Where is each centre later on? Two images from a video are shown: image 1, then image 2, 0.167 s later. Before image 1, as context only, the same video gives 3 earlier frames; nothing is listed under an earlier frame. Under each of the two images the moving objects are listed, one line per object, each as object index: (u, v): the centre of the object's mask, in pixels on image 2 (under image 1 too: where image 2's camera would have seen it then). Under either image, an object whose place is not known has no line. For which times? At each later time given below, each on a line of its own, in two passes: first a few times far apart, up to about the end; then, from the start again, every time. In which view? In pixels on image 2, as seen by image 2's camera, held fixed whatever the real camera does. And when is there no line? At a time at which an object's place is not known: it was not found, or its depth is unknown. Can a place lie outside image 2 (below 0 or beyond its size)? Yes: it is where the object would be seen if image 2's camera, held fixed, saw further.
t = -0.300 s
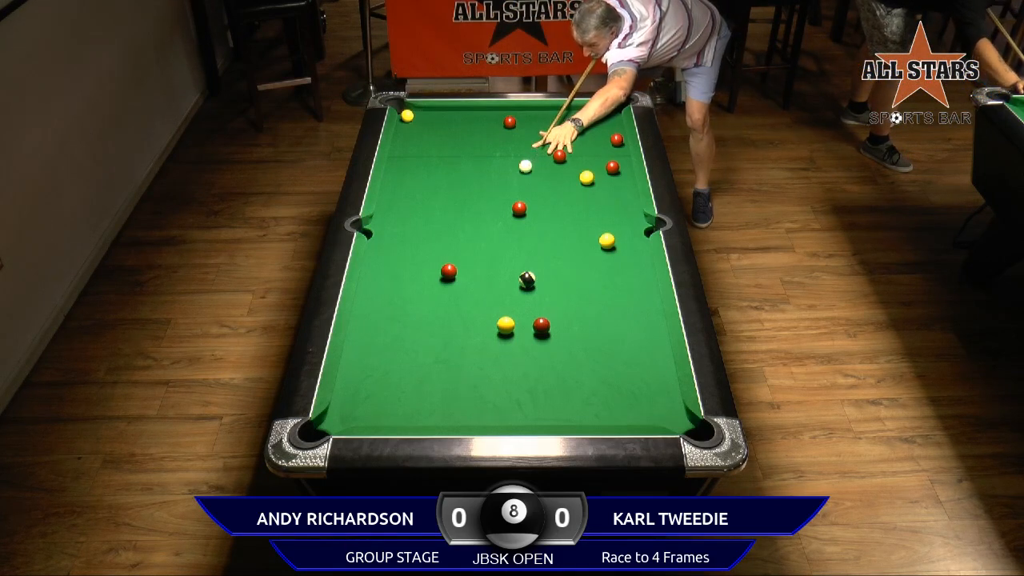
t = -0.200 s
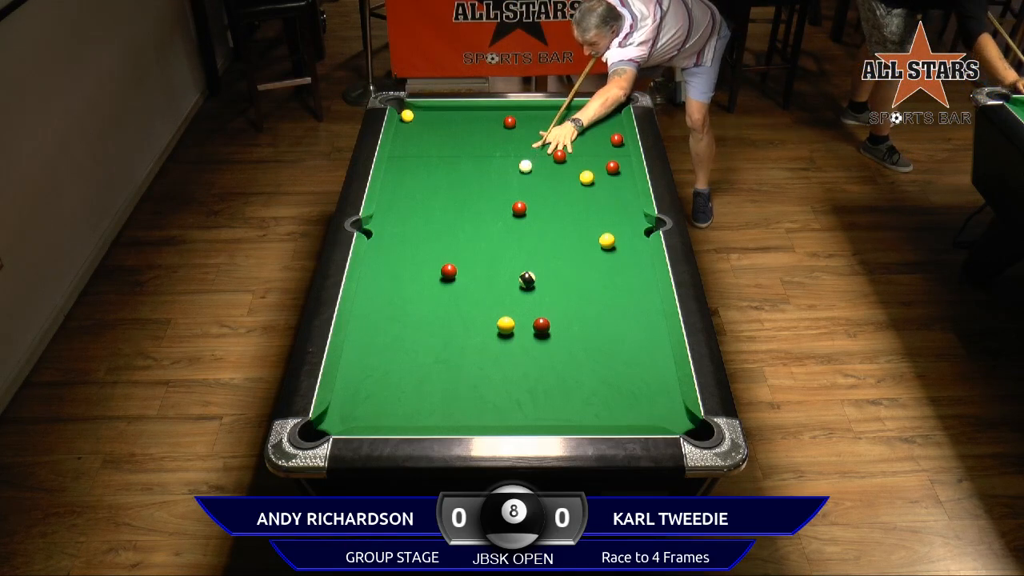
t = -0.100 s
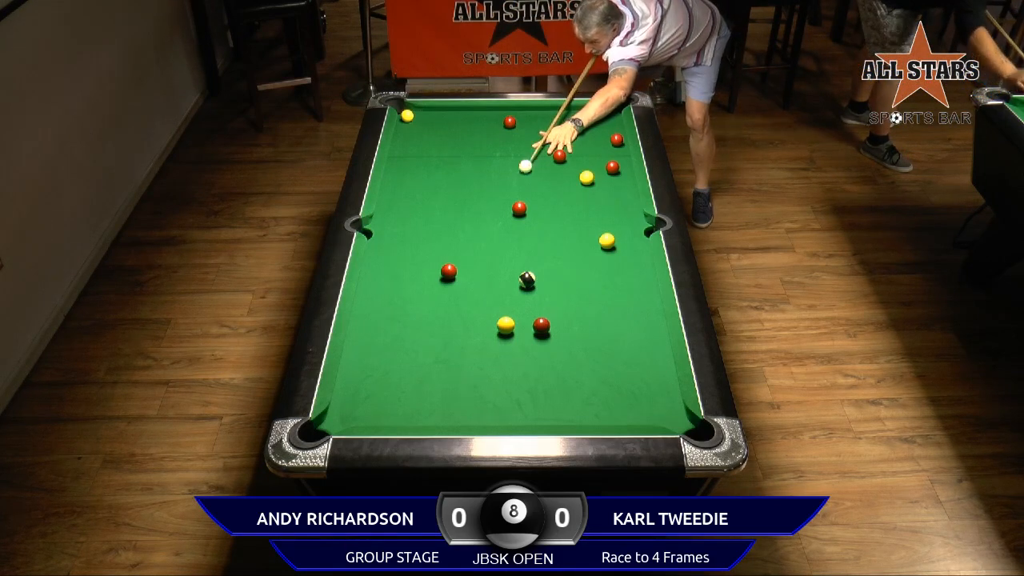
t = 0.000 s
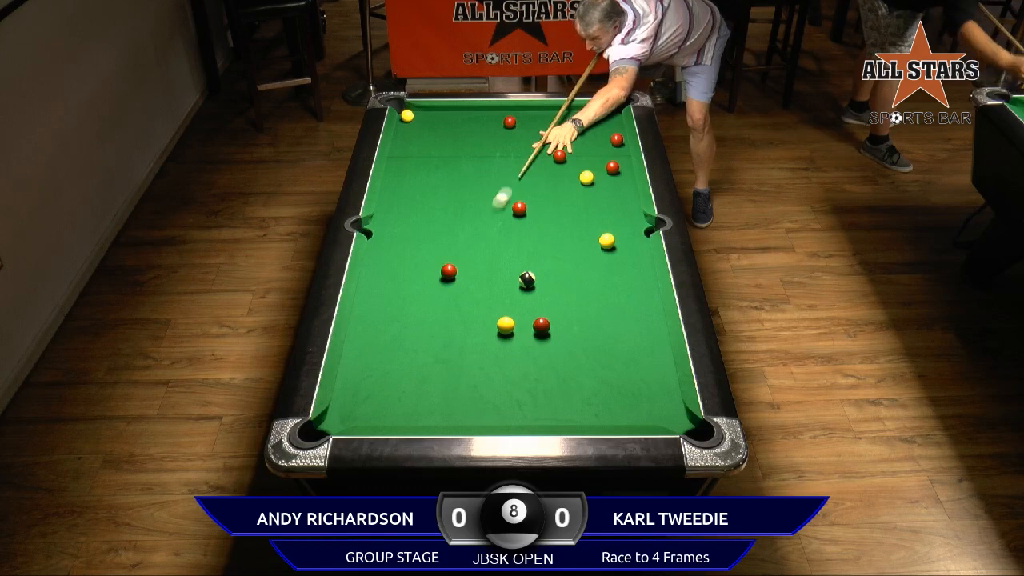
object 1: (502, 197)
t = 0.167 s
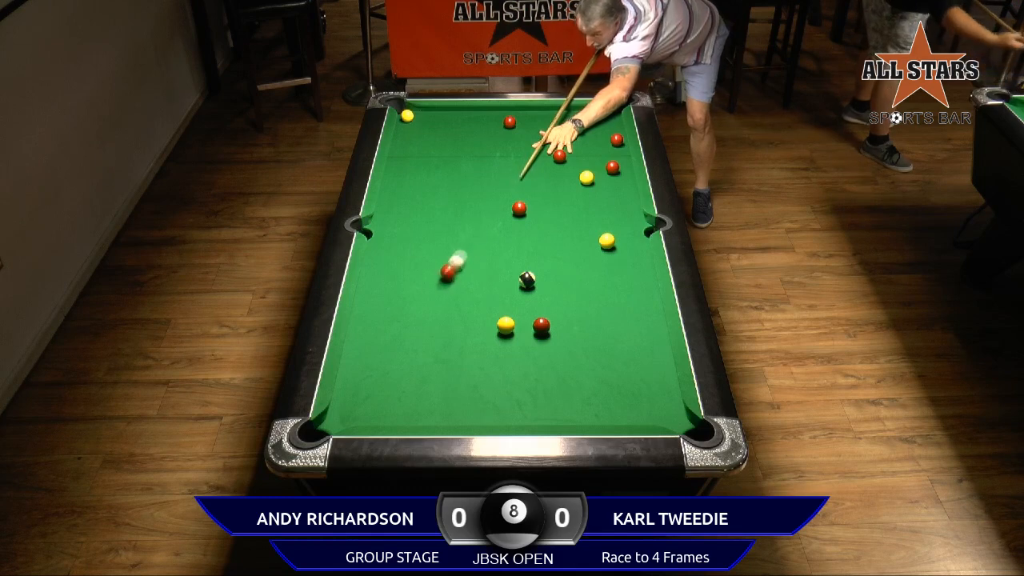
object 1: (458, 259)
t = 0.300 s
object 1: (461, 260)
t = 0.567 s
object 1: (470, 254)
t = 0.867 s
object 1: (479, 248)
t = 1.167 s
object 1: (487, 244)
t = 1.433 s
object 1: (491, 240)
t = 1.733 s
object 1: (495, 238)
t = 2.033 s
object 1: (498, 236)
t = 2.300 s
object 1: (499, 235)
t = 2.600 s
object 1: (499, 235)
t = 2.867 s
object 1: (499, 235)
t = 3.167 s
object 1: (499, 235)
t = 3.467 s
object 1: (499, 235)
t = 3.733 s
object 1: (499, 235)
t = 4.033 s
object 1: (499, 235)
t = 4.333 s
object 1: (499, 235)
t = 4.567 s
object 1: (499, 235)
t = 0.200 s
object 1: (457, 262)
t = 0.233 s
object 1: (458, 261)
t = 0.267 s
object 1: (459, 260)
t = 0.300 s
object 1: (461, 260)
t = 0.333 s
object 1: (462, 259)
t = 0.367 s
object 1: (463, 258)
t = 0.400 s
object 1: (465, 257)
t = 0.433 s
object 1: (466, 256)
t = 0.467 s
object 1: (467, 255)
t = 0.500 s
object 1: (468, 255)
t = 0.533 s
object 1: (469, 254)
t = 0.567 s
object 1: (470, 254)
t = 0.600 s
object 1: (471, 253)
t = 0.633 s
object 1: (472, 252)
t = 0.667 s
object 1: (474, 252)
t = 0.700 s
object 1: (475, 251)
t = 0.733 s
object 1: (476, 251)
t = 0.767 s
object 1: (477, 250)
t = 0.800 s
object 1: (478, 249)
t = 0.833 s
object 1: (479, 249)
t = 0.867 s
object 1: (479, 248)
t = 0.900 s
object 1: (480, 248)
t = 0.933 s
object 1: (481, 247)
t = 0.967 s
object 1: (482, 246)
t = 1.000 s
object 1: (483, 246)
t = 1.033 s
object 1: (484, 245)
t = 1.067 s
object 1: (484, 245)
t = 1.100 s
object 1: (485, 245)
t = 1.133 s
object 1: (486, 244)
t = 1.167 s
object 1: (487, 244)
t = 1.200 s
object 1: (487, 243)
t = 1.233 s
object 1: (488, 243)
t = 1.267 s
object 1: (489, 242)
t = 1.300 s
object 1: (489, 242)
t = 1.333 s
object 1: (490, 241)
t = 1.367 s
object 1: (490, 241)
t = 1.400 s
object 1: (491, 241)
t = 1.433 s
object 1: (491, 240)
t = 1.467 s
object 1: (492, 240)
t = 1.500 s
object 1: (492, 240)
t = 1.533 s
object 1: (493, 239)
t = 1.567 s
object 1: (493, 239)
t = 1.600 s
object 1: (494, 239)
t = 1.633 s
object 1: (494, 238)
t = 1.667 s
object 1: (494, 238)
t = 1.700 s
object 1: (495, 238)
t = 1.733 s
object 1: (495, 238)
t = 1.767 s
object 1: (495, 237)
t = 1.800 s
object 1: (496, 237)
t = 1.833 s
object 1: (496, 237)
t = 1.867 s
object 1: (497, 237)
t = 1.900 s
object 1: (497, 236)
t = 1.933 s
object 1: (497, 236)
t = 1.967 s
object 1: (497, 236)
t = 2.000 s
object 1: (497, 236)
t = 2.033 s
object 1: (498, 236)
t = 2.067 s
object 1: (498, 236)
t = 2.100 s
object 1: (498, 236)
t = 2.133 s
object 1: (498, 236)
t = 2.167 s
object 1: (498, 235)
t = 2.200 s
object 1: (499, 235)
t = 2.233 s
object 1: (499, 235)
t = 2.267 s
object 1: (499, 235)
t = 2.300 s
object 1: (499, 235)
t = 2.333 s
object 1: (499, 235)
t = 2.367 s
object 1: (499, 235)
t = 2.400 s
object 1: (499, 235)
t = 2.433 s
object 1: (499, 235)
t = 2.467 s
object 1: (499, 235)
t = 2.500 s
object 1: (499, 235)
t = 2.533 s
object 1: (499, 235)
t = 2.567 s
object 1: (499, 235)
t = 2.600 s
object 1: (499, 235)
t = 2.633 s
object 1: (499, 235)
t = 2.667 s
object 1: (499, 235)
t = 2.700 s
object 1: (499, 235)
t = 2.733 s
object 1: (499, 235)
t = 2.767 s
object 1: (499, 235)
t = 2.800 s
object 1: (499, 235)
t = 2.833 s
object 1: (499, 235)
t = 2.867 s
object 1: (499, 235)
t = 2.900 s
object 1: (499, 235)
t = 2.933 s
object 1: (499, 235)
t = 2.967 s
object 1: (499, 235)
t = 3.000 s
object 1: (499, 235)
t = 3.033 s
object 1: (499, 235)
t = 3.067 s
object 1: (499, 235)
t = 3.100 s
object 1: (499, 235)
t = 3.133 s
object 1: (499, 235)
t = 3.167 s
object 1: (499, 235)
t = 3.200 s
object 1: (499, 235)
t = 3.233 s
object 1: (499, 235)
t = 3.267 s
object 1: (499, 235)
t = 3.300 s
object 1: (499, 235)
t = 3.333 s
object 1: (499, 235)
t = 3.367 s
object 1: (499, 235)
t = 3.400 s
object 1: (499, 235)
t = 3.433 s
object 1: (499, 235)
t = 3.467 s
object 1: (499, 235)
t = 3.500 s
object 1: (499, 235)
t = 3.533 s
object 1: (499, 235)
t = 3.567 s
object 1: (499, 235)
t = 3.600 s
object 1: (499, 235)
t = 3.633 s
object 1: (499, 235)
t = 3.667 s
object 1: (499, 235)
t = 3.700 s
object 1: (499, 235)
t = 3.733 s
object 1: (499, 235)
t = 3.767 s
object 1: (499, 235)
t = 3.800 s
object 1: (499, 235)
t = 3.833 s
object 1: (499, 235)
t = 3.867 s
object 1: (499, 235)
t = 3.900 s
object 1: (499, 235)
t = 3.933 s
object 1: (499, 235)
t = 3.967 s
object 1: (499, 235)
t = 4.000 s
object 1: (499, 235)
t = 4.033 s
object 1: (499, 235)
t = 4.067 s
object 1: (499, 235)
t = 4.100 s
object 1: (499, 235)
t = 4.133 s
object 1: (499, 235)
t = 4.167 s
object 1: (499, 235)
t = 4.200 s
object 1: (499, 235)
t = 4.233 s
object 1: (499, 235)
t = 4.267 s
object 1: (499, 235)
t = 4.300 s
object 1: (499, 235)
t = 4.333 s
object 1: (499, 235)
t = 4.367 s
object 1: (499, 235)
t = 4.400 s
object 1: (499, 235)
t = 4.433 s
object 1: (499, 235)
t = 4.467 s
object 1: (499, 235)
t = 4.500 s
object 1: (499, 235)
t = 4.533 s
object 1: (499, 235)
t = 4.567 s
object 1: (499, 235)
